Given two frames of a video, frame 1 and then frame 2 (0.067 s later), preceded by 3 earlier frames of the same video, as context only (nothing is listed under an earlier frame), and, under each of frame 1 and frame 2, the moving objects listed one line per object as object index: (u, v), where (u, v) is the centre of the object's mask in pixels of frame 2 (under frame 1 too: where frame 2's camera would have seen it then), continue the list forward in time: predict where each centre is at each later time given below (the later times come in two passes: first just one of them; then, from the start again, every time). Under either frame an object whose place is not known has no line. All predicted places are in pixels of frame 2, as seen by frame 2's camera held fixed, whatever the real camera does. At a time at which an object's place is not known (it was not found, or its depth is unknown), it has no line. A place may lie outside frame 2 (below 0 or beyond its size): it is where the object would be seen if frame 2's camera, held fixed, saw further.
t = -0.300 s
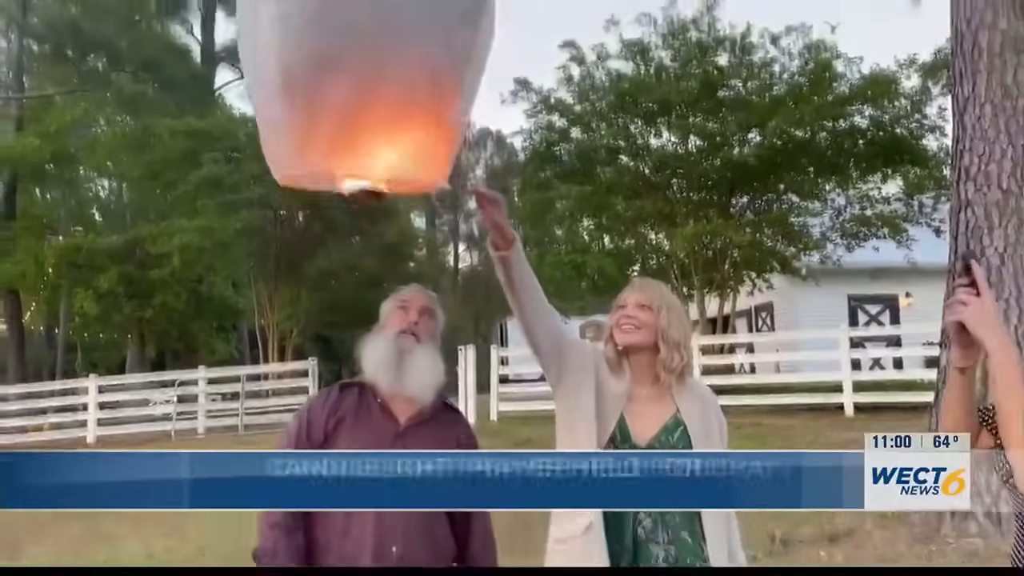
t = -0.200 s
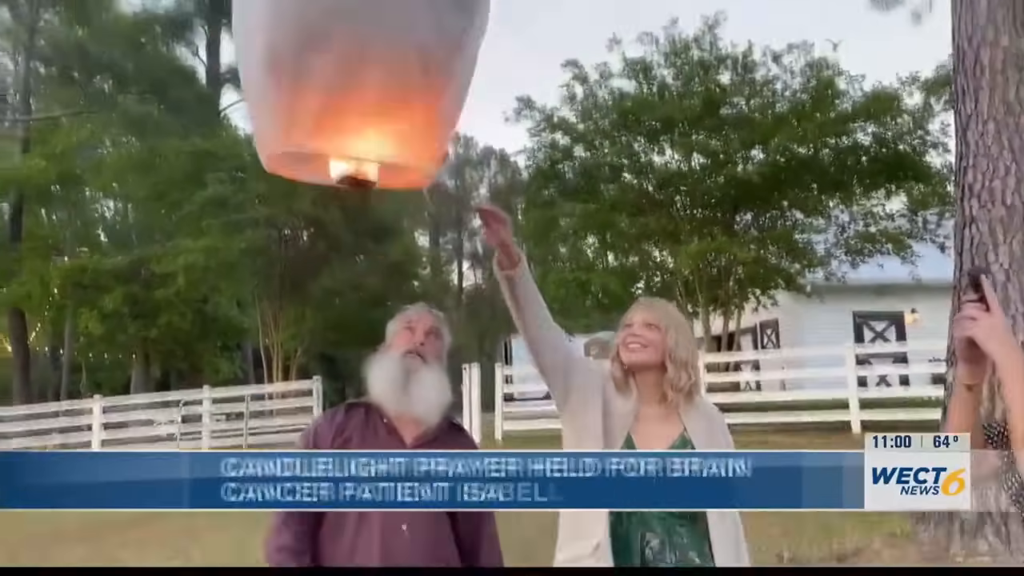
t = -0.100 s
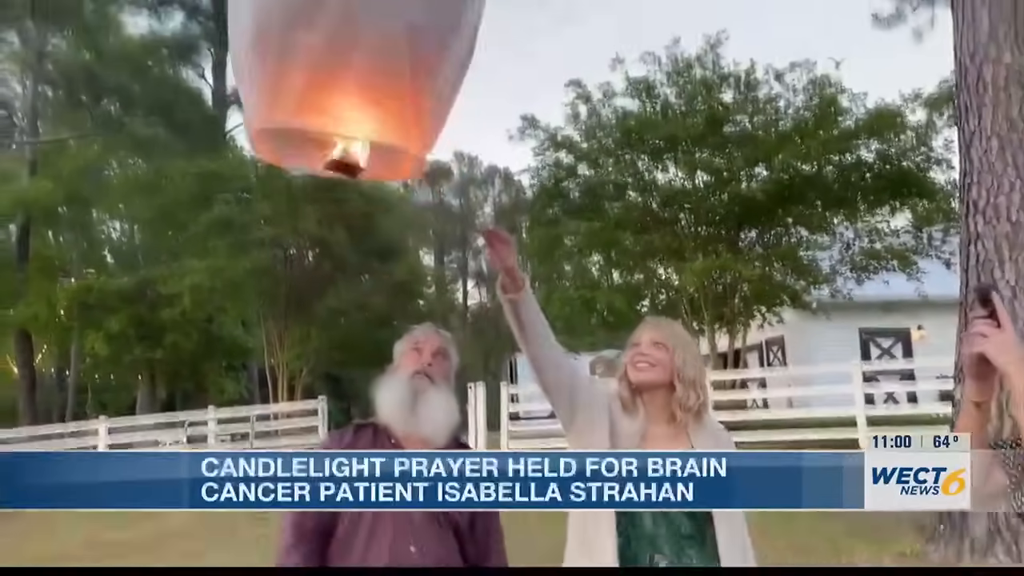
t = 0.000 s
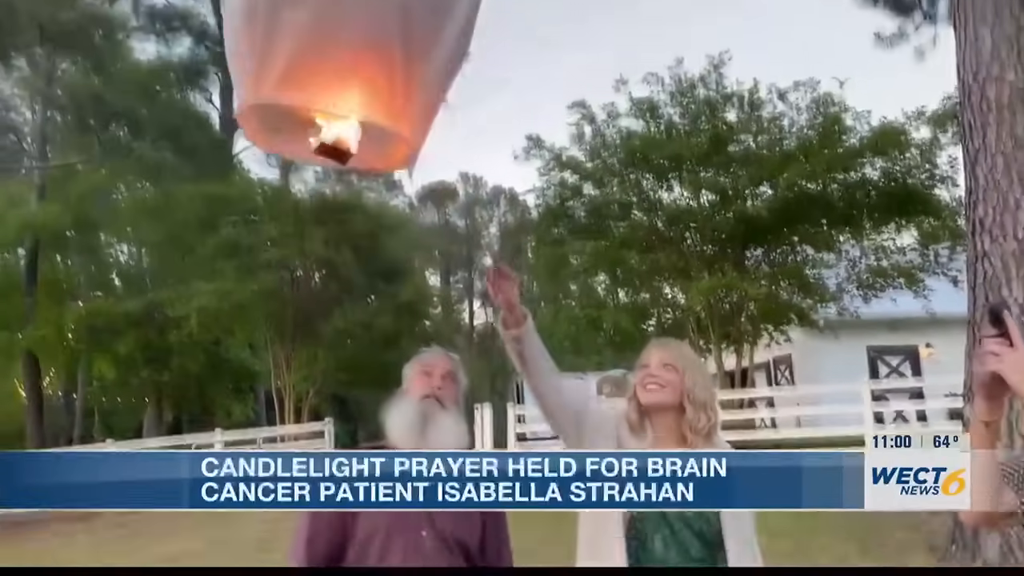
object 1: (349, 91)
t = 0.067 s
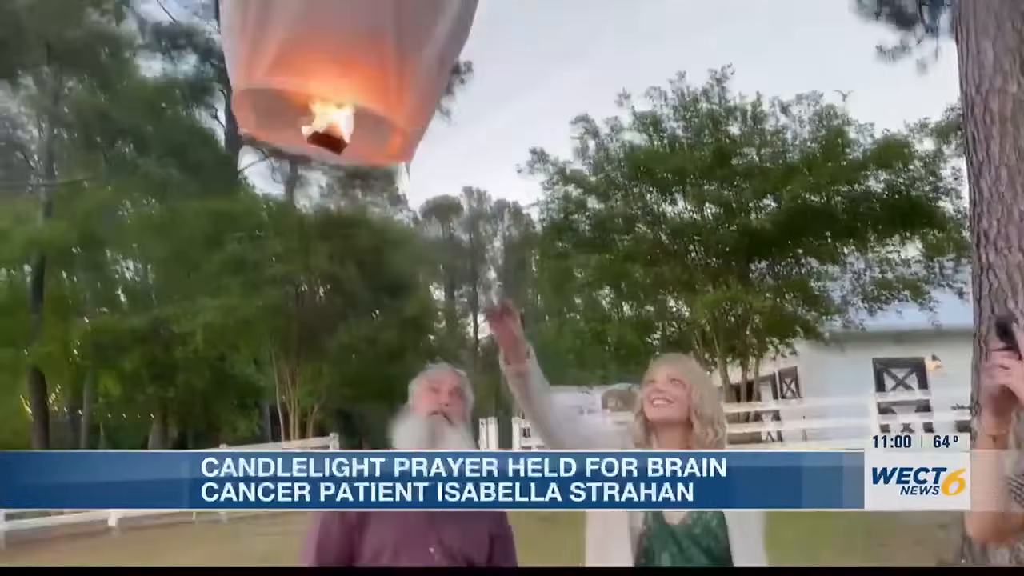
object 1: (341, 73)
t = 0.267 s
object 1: (324, 4)
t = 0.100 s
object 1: (338, 61)
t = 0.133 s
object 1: (335, 51)
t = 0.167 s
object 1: (331, 40)
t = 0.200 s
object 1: (328, 29)
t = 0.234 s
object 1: (326, 16)
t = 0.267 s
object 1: (324, 4)
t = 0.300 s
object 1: (322, -9)
